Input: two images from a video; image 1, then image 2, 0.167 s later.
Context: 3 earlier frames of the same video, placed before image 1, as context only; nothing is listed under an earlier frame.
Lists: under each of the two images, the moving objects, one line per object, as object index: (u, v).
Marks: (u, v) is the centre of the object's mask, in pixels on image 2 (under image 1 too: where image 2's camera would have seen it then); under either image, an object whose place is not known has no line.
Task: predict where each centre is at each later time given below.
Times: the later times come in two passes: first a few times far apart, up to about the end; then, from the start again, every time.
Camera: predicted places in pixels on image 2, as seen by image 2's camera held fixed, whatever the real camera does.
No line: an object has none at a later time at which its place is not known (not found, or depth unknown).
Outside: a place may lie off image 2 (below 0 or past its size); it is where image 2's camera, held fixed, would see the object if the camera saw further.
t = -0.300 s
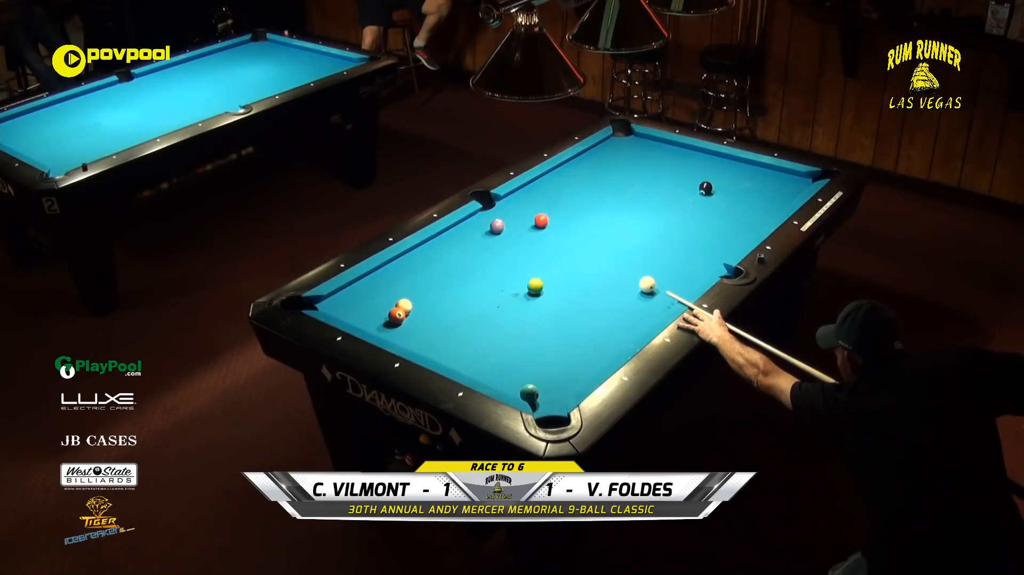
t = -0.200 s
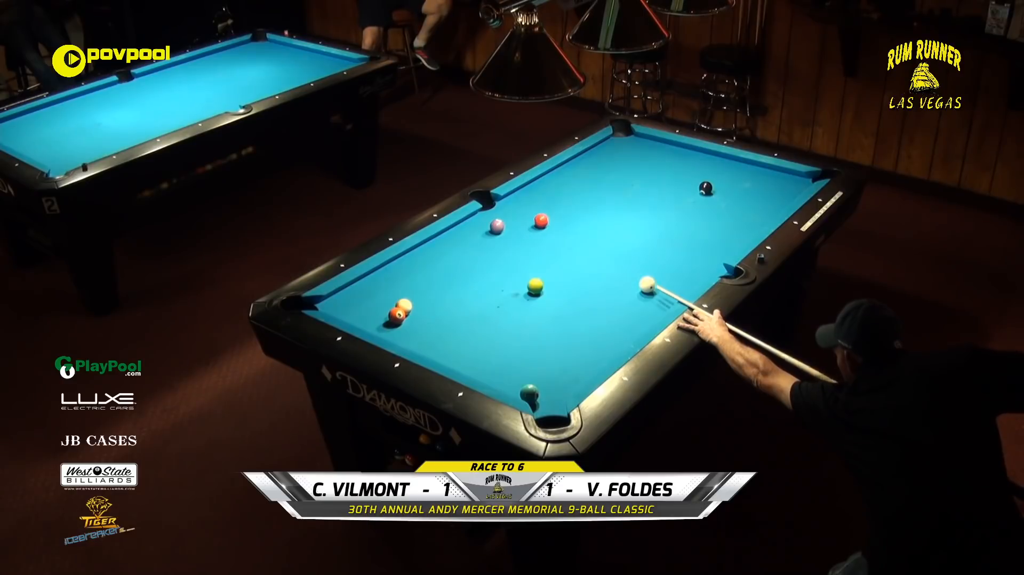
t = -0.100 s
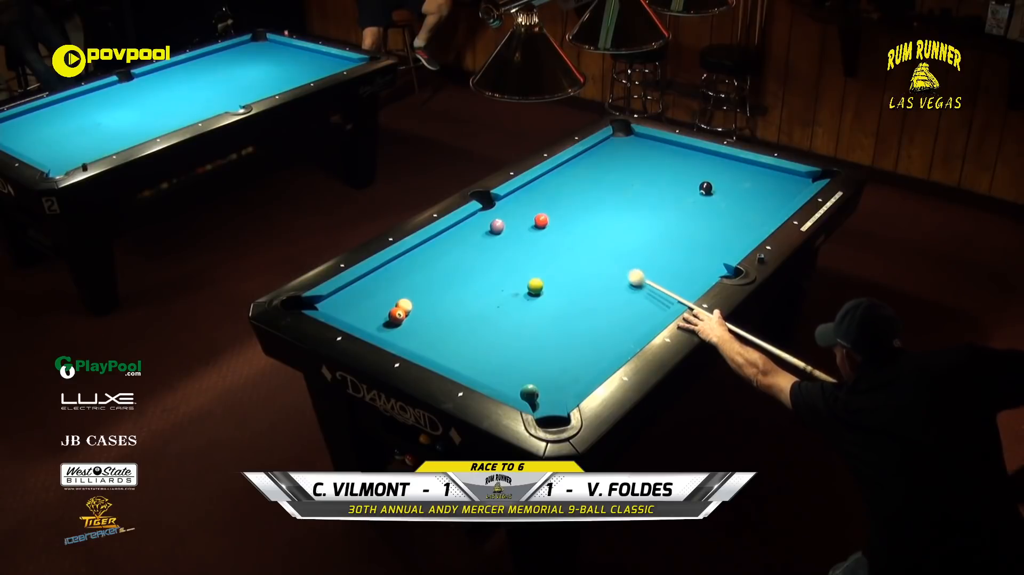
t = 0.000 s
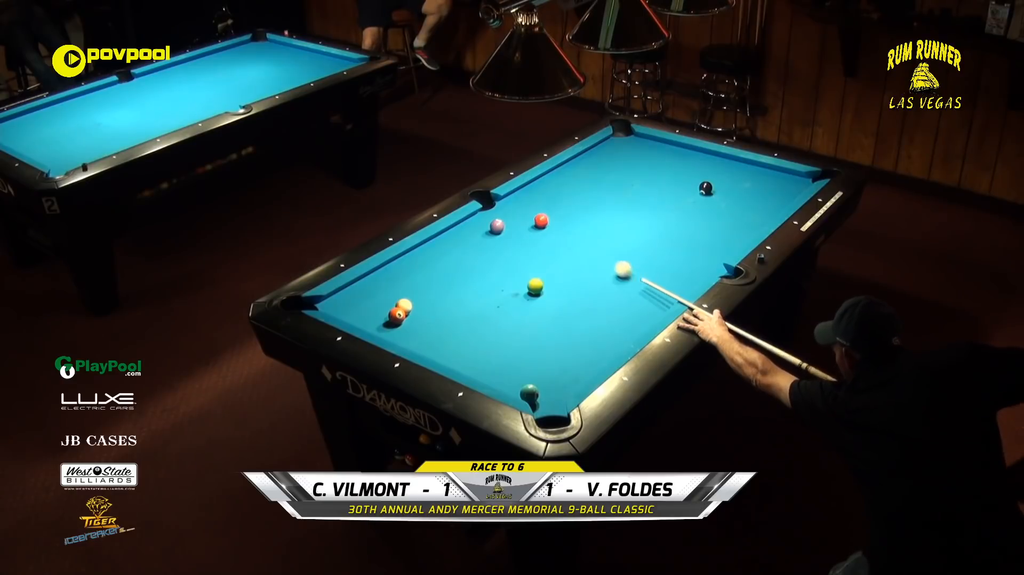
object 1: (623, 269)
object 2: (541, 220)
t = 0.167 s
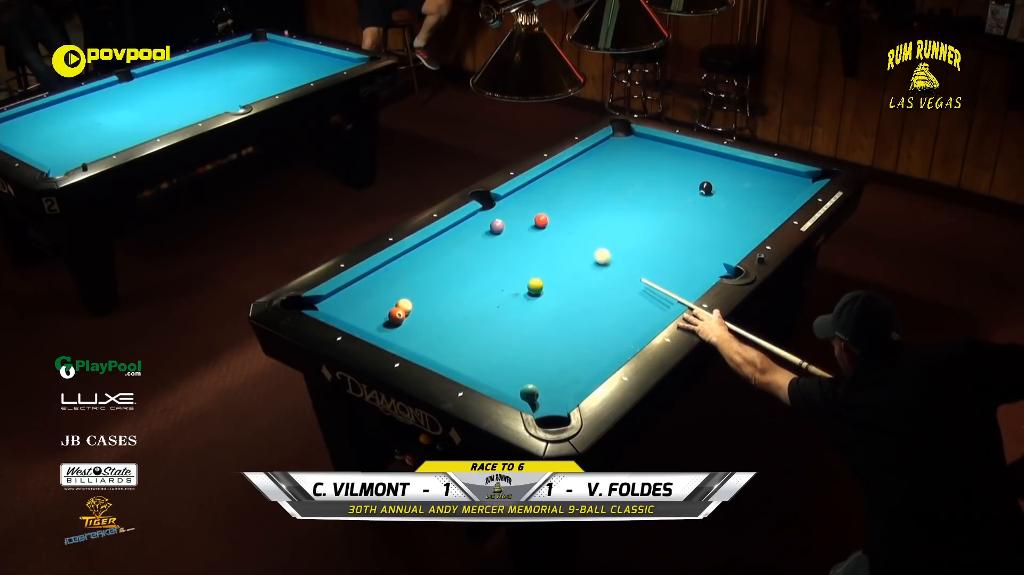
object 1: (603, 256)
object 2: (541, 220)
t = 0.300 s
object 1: (587, 246)
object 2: (541, 220)
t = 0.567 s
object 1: (559, 229)
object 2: (541, 220)
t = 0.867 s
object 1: (554, 219)
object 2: (522, 213)
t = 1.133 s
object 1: (554, 212)
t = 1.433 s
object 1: (554, 207)
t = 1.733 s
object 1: (554, 201)
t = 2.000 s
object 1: (554, 198)
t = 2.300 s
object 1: (554, 195)
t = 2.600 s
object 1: (554, 192)
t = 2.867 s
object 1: (554, 191)
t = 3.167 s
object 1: (554, 190)
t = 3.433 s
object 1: (554, 190)
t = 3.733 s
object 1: (554, 190)
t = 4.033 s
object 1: (554, 190)
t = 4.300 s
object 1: (554, 190)
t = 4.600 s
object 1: (554, 190)
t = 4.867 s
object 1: (554, 190)
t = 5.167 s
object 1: (554, 190)
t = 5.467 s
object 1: (554, 190)
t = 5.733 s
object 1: (554, 190)
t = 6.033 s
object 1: (554, 190)
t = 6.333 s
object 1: (554, 190)
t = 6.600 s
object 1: (554, 190)
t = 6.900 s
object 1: (554, 190)
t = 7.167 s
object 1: (554, 190)
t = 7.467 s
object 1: (554, 190)
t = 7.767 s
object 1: (554, 190)
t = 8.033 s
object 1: (554, 190)
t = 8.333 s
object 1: (554, 190)
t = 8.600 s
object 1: (554, 190)
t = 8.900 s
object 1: (554, 190)
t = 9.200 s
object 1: (554, 190)
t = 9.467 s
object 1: (554, 190)
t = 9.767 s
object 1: (554, 190)
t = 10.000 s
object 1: (554, 190)
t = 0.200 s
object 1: (598, 254)
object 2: (541, 220)
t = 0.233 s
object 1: (595, 251)
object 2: (541, 220)
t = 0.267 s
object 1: (591, 249)
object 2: (541, 220)
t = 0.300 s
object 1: (587, 246)
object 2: (541, 220)
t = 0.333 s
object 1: (583, 244)
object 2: (541, 220)
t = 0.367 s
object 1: (580, 242)
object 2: (541, 220)
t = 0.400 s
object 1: (576, 239)
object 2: (541, 220)
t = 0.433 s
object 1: (572, 237)
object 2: (541, 220)
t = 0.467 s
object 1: (569, 235)
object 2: (541, 220)
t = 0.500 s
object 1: (566, 233)
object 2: (541, 220)
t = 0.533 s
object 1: (562, 230)
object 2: (541, 220)
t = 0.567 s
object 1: (559, 229)
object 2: (541, 220)
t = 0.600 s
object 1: (556, 226)
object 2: (541, 220)
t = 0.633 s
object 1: (553, 225)
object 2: (540, 219)
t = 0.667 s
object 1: (553, 224)
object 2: (537, 219)
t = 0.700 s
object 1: (553, 223)
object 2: (534, 217)
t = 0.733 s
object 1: (554, 222)
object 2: (532, 216)
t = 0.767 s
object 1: (554, 221)
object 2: (529, 215)
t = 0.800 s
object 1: (554, 220)
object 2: (527, 215)
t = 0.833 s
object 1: (553, 220)
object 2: (524, 214)
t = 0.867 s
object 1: (554, 219)
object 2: (522, 213)
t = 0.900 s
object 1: (553, 218)
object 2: (519, 212)
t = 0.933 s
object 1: (553, 217)
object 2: (517, 211)
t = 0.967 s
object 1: (554, 216)
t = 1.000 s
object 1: (553, 216)
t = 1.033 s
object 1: (553, 215)
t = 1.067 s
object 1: (553, 214)
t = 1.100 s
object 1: (554, 213)
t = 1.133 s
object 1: (554, 212)
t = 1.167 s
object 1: (554, 211)
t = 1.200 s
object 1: (554, 211)
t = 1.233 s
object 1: (554, 210)
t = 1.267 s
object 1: (554, 210)
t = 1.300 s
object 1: (554, 209)
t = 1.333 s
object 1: (554, 208)
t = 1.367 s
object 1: (554, 208)
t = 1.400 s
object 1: (554, 207)
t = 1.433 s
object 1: (554, 207)
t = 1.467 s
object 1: (554, 206)
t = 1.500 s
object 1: (554, 205)
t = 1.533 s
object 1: (554, 205)
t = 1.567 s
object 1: (554, 204)
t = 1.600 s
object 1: (554, 204)
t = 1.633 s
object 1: (554, 203)
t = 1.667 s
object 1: (554, 203)
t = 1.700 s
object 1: (554, 202)
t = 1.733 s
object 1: (554, 201)
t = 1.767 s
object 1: (554, 201)
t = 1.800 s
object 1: (554, 200)
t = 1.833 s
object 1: (554, 200)
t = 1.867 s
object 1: (554, 199)
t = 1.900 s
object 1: (554, 199)
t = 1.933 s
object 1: (554, 199)
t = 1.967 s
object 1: (554, 198)
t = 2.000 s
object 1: (554, 198)
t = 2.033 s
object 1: (554, 197)
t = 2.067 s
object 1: (554, 197)
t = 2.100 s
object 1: (554, 197)
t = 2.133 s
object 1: (554, 196)
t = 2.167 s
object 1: (554, 196)
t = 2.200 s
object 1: (554, 196)
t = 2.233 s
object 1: (554, 195)
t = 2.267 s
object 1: (554, 195)
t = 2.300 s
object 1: (554, 195)
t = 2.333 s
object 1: (554, 194)
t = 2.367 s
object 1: (554, 194)
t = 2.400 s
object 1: (554, 194)
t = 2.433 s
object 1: (554, 193)
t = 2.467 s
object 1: (554, 193)
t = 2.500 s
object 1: (554, 193)
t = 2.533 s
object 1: (554, 193)
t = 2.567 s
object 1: (554, 192)
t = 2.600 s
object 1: (554, 192)
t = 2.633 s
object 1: (554, 192)
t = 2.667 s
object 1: (554, 192)
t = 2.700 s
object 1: (554, 192)
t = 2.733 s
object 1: (554, 192)
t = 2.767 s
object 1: (554, 191)
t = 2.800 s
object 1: (554, 191)
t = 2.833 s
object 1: (554, 191)
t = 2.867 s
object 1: (554, 191)
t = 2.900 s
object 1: (554, 191)
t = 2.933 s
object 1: (554, 191)
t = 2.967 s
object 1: (553, 191)
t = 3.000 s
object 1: (553, 191)
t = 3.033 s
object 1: (554, 191)
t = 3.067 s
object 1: (554, 190)
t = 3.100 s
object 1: (554, 190)
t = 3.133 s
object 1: (554, 190)
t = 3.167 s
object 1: (554, 190)
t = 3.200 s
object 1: (554, 190)
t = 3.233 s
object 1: (554, 190)
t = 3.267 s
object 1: (554, 190)
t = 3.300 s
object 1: (554, 190)
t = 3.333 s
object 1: (554, 190)
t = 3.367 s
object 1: (554, 190)
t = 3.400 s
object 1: (554, 190)
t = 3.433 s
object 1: (554, 190)
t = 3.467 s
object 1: (554, 190)
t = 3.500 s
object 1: (554, 190)
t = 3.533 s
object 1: (554, 190)
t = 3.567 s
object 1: (554, 190)
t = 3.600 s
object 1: (554, 190)
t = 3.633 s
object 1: (554, 190)
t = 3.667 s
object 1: (554, 190)
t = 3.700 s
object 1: (554, 190)
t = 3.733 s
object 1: (554, 190)
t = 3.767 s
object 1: (554, 190)
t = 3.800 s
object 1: (554, 190)
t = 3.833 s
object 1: (554, 190)
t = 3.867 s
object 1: (554, 190)
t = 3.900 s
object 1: (554, 190)
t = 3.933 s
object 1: (554, 190)
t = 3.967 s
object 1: (554, 190)
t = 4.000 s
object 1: (554, 190)
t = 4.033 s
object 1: (554, 190)
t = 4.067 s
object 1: (554, 190)
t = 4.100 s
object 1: (554, 190)
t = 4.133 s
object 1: (554, 190)
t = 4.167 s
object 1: (554, 190)
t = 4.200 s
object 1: (554, 190)
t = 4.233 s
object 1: (554, 190)
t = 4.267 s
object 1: (554, 190)
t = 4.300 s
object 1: (554, 190)
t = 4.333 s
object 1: (554, 190)
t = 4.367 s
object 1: (554, 190)
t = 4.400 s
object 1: (554, 190)
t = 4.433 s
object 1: (554, 190)
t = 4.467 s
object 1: (554, 190)
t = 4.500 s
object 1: (554, 190)
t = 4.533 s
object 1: (554, 190)
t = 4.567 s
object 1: (554, 190)
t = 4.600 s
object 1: (554, 190)
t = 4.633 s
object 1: (554, 190)
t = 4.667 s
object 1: (554, 190)
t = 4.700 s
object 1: (554, 190)
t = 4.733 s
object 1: (554, 190)
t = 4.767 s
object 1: (554, 190)
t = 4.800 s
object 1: (554, 190)
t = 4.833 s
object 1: (554, 190)
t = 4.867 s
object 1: (554, 190)
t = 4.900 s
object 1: (554, 190)
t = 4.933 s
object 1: (554, 190)
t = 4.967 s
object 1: (554, 190)
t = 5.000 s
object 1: (554, 190)
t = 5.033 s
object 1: (554, 190)
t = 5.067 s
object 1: (554, 190)
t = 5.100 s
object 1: (554, 190)
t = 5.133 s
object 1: (554, 190)
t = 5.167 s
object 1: (554, 190)
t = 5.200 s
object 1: (554, 190)
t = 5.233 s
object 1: (554, 190)
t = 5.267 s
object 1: (554, 190)
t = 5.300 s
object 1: (554, 190)
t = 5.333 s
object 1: (554, 190)
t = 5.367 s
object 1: (554, 190)
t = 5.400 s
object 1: (554, 190)
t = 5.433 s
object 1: (554, 190)
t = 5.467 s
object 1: (554, 190)
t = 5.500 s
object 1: (554, 190)
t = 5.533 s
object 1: (554, 190)
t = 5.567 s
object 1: (554, 190)
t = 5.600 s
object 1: (554, 190)
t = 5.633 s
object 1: (554, 190)
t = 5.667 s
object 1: (554, 190)
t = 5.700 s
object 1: (554, 190)
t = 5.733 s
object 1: (554, 190)
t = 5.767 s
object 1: (554, 190)
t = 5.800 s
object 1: (554, 190)
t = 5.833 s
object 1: (554, 190)
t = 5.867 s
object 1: (554, 190)
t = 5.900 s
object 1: (554, 190)
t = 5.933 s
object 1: (554, 190)
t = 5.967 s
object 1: (554, 190)
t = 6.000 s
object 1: (554, 190)
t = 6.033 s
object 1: (554, 190)
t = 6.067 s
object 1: (554, 190)
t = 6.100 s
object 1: (554, 190)
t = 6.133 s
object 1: (554, 190)
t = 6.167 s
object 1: (554, 190)
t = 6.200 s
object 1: (554, 190)
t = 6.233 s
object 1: (554, 190)
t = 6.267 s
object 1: (554, 190)
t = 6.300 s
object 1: (554, 190)
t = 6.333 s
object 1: (554, 190)
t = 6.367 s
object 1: (554, 190)
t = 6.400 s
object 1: (554, 190)
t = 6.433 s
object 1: (554, 190)
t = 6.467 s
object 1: (554, 190)
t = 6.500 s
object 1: (554, 190)
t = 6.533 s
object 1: (554, 190)
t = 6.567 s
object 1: (554, 190)
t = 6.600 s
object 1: (554, 190)
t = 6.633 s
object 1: (554, 190)
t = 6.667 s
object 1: (554, 190)
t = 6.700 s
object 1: (554, 190)
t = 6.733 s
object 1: (554, 190)
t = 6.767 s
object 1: (554, 190)
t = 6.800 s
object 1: (554, 190)
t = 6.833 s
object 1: (554, 190)
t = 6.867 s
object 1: (554, 190)
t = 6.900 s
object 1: (554, 190)
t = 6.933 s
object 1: (554, 190)
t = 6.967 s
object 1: (554, 190)
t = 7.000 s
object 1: (554, 190)
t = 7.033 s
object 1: (554, 190)
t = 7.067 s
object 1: (554, 190)
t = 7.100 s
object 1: (554, 190)
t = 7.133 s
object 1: (554, 190)
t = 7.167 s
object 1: (554, 190)
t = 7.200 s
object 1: (554, 190)
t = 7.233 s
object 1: (554, 190)
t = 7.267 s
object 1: (554, 190)
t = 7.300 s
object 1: (554, 190)
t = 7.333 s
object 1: (554, 190)
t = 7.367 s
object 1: (554, 190)
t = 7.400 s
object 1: (554, 190)
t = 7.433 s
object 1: (554, 190)
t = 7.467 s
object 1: (554, 190)
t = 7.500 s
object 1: (554, 190)
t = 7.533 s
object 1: (554, 190)
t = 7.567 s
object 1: (554, 190)
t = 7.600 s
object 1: (554, 190)
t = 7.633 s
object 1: (554, 190)
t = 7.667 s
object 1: (554, 190)
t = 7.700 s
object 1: (554, 190)
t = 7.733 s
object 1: (554, 190)
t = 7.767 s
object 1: (554, 190)
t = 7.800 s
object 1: (554, 190)
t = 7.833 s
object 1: (554, 190)
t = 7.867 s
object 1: (554, 190)
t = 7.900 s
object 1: (554, 190)
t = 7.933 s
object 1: (554, 190)
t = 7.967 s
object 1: (554, 190)
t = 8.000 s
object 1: (554, 190)
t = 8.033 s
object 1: (554, 190)
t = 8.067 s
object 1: (554, 190)
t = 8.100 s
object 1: (554, 190)
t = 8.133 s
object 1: (554, 190)
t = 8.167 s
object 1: (554, 190)
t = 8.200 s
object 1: (554, 190)
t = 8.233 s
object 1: (554, 190)
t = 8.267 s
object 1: (554, 190)
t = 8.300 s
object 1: (554, 190)
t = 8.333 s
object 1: (554, 190)
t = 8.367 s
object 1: (554, 190)
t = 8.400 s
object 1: (554, 190)
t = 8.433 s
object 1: (554, 190)
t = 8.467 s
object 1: (554, 190)
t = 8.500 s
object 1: (554, 190)
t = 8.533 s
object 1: (554, 190)
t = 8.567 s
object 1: (554, 190)
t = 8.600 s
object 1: (554, 190)
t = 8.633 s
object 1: (554, 190)
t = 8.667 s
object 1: (554, 190)
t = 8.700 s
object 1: (554, 190)
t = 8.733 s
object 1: (554, 190)
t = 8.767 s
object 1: (554, 190)
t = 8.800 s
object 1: (554, 190)
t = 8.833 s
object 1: (554, 190)
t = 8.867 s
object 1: (554, 190)
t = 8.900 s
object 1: (554, 190)
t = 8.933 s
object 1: (554, 190)
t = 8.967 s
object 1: (554, 190)
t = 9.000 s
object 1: (554, 190)
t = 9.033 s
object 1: (554, 190)
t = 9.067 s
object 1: (554, 190)
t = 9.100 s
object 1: (554, 190)
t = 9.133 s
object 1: (554, 190)
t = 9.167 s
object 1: (554, 190)
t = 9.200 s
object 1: (554, 190)
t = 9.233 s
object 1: (554, 190)
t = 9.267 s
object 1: (554, 190)
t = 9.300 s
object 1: (554, 190)
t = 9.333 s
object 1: (554, 190)
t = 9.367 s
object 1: (554, 190)
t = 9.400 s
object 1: (554, 190)
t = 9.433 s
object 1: (554, 190)
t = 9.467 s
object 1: (554, 190)
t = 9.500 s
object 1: (554, 190)
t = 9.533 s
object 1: (554, 190)
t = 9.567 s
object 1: (554, 190)
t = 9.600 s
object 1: (554, 190)
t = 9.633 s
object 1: (554, 190)
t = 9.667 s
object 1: (554, 190)
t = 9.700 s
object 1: (554, 190)
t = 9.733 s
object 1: (554, 190)
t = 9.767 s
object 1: (554, 190)
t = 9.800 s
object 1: (554, 190)
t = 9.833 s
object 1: (554, 190)
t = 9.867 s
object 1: (554, 190)
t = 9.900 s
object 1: (554, 190)
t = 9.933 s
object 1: (554, 190)
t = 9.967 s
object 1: (554, 190)
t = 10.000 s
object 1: (554, 190)
